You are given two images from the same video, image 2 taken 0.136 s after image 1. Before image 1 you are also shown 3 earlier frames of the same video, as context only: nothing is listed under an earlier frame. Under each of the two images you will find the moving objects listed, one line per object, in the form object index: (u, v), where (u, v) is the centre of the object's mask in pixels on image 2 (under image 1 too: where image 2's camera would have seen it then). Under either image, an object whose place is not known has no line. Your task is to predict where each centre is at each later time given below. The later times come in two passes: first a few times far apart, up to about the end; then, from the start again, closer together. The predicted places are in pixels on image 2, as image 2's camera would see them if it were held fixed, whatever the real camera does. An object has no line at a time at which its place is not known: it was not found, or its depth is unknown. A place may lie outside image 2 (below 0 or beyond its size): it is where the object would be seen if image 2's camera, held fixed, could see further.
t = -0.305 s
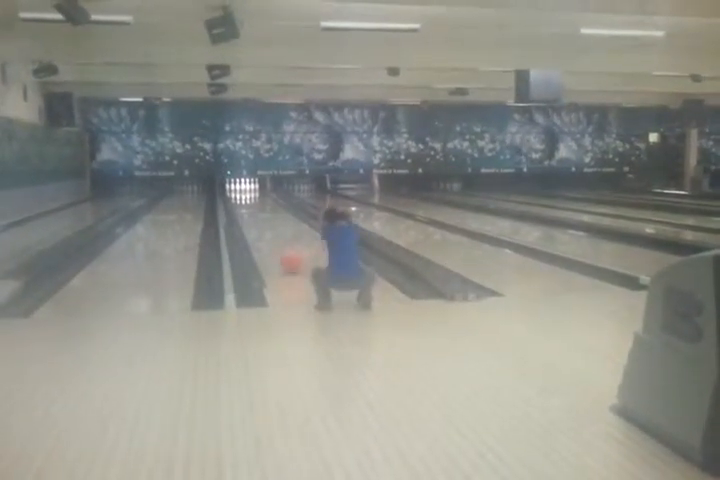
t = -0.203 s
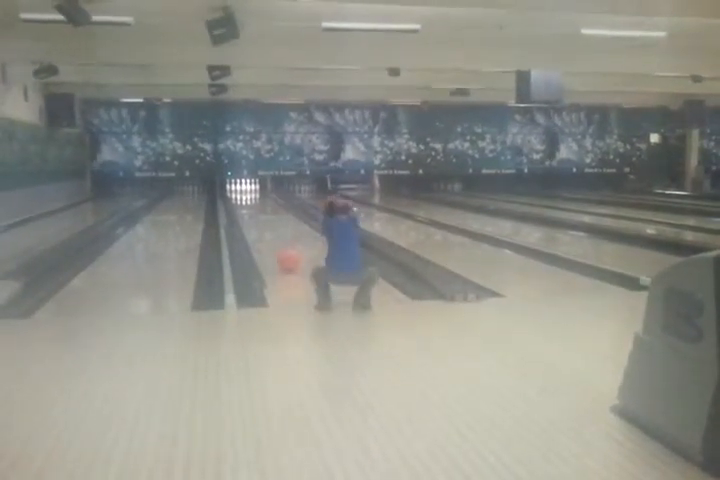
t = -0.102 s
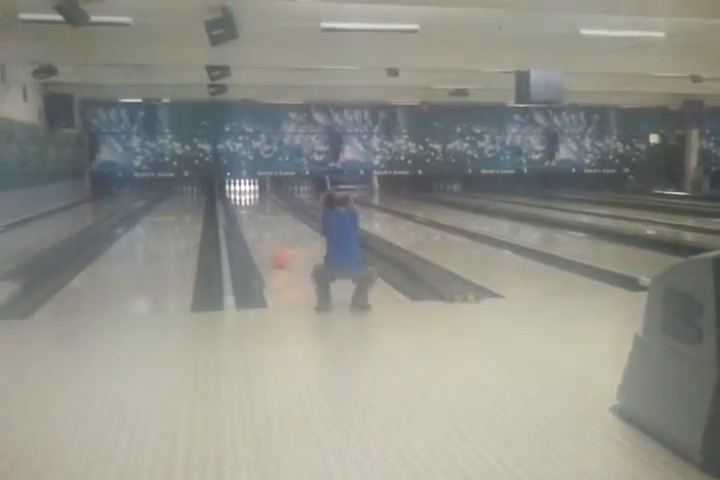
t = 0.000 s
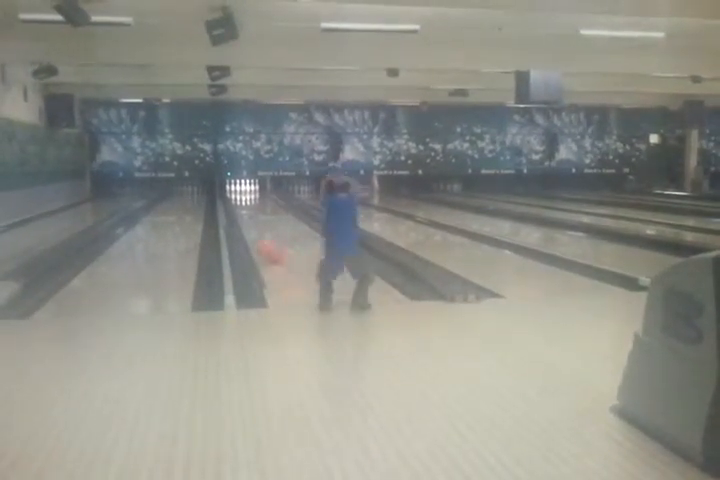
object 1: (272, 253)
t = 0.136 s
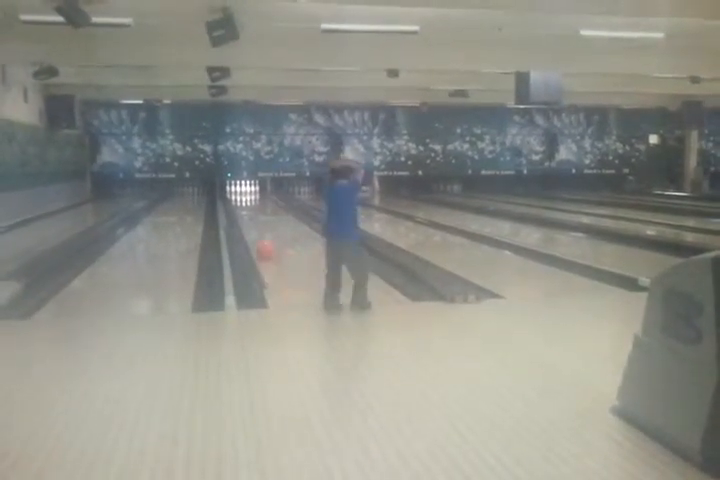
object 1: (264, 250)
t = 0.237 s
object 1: (258, 246)
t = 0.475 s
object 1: (260, 242)
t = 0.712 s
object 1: (260, 240)
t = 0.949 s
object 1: (262, 233)
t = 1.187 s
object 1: (262, 229)
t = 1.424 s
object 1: (262, 225)
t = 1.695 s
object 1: (262, 225)
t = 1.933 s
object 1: (263, 221)
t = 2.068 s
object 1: (261, 220)
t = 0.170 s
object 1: (263, 249)
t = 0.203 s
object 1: (259, 247)
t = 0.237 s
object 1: (258, 246)
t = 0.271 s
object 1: (258, 246)
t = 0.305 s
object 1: (257, 245)
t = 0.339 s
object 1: (257, 245)
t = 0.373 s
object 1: (257, 245)
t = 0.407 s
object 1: (259, 242)
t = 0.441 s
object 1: (259, 242)
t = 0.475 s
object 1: (260, 242)
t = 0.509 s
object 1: (260, 241)
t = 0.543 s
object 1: (259, 241)
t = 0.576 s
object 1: (259, 241)
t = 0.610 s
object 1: (259, 241)
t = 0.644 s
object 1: (260, 241)
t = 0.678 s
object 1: (260, 241)
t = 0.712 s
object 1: (260, 240)
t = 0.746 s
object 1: (261, 239)
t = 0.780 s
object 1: (261, 239)
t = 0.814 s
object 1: (261, 238)
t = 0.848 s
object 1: (263, 236)
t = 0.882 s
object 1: (263, 236)
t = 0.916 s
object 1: (262, 236)
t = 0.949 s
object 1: (262, 233)
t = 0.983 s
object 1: (262, 232)
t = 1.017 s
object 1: (262, 233)
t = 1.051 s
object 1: (262, 232)
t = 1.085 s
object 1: (262, 230)
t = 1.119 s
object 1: (262, 230)
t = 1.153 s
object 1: (263, 229)
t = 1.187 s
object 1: (262, 229)
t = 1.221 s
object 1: (262, 229)
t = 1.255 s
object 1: (263, 229)
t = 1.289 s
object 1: (263, 229)
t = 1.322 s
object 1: (263, 229)
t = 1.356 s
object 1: (263, 229)
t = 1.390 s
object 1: (262, 225)
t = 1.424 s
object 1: (262, 225)
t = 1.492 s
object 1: (262, 226)
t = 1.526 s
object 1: (262, 225)
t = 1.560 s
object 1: (262, 225)
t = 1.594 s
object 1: (263, 225)
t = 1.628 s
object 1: (262, 225)
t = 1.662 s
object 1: (262, 224)
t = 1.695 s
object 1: (262, 225)
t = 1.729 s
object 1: (262, 224)
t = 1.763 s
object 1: (262, 224)
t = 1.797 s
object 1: (262, 224)
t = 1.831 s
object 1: (262, 223)
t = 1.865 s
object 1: (262, 223)
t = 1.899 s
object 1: (263, 223)
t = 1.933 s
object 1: (263, 221)
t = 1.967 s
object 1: (262, 221)
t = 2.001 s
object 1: (262, 220)
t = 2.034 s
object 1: (262, 220)
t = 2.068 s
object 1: (261, 220)
